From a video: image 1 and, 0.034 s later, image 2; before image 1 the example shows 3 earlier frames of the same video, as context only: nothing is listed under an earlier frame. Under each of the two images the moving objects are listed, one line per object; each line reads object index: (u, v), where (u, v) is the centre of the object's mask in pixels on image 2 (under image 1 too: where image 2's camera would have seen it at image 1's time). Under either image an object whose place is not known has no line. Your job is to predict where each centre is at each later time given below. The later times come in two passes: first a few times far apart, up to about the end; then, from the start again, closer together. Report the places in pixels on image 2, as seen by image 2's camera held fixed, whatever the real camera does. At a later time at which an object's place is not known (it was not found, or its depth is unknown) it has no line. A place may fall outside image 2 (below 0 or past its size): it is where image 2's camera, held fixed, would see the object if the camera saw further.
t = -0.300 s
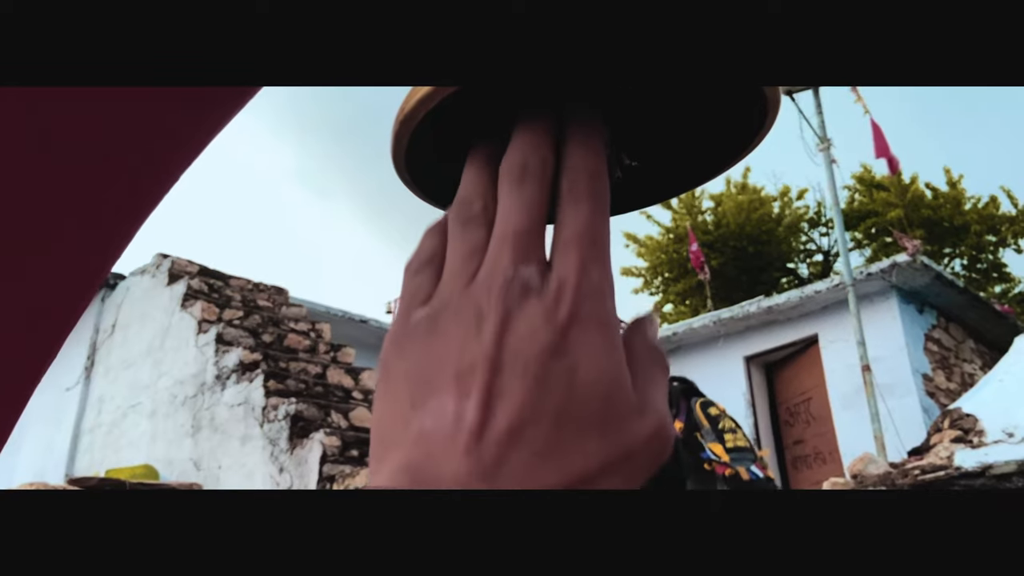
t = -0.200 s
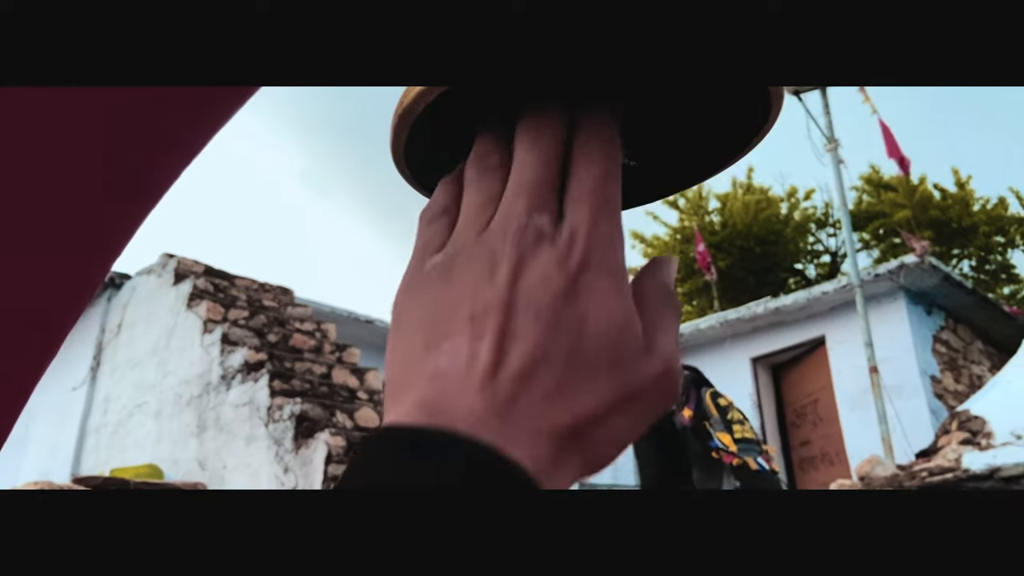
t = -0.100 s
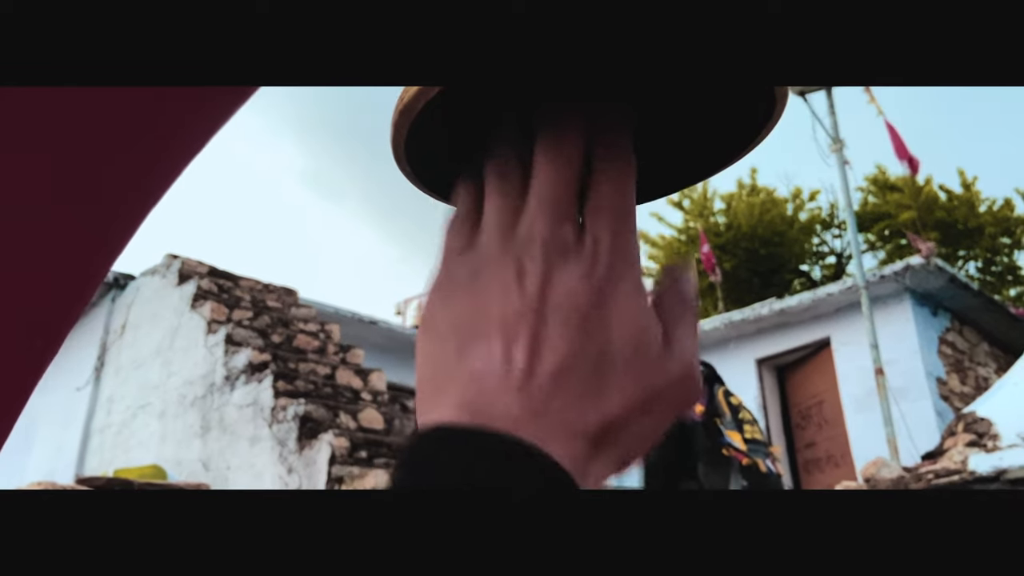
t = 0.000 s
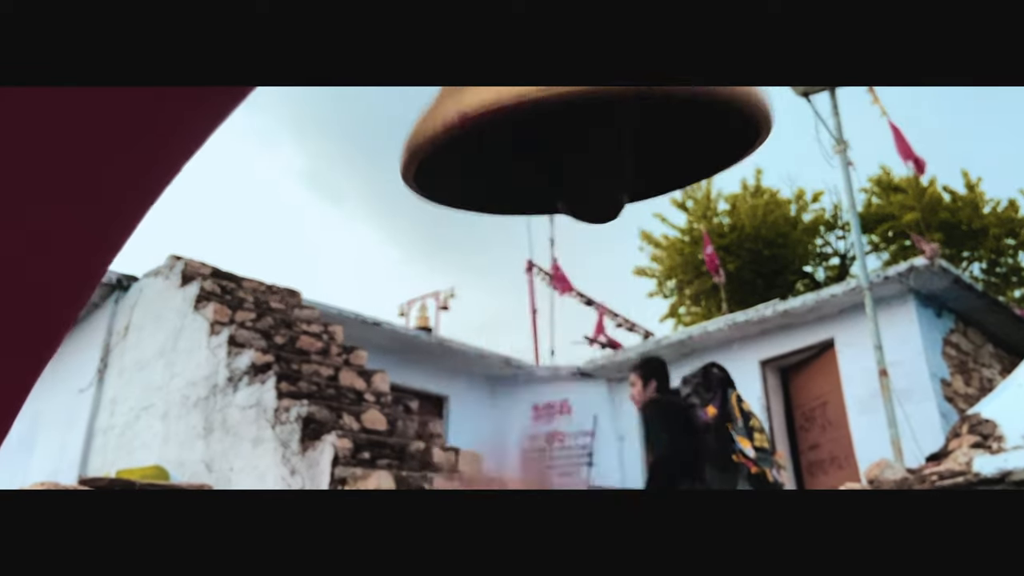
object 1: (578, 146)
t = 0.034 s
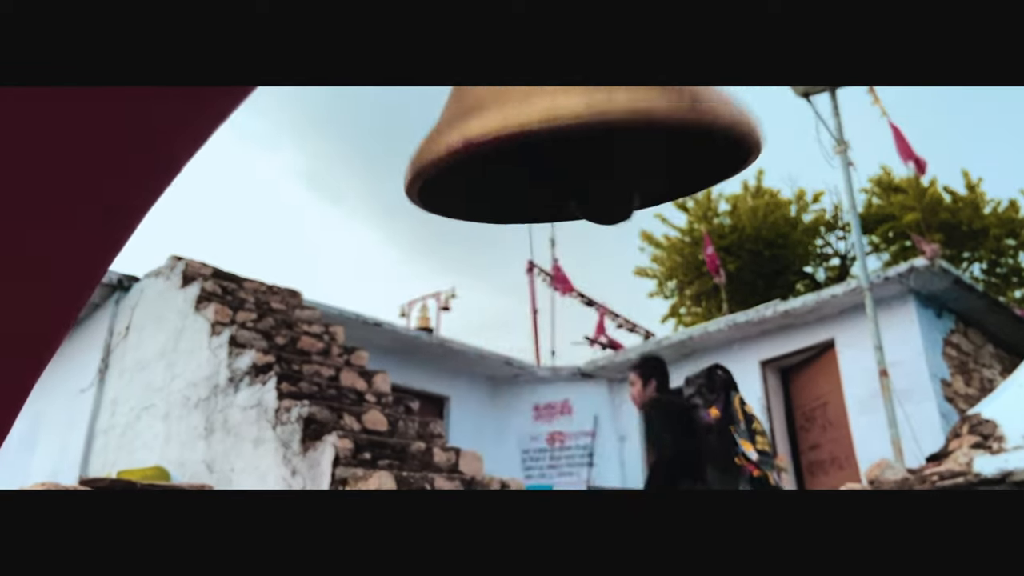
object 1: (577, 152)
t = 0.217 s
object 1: (593, 151)
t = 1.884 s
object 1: (599, 131)
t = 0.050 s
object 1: (575, 154)
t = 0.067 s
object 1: (575, 155)
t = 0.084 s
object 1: (576, 157)
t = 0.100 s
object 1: (576, 158)
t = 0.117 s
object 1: (578, 157)
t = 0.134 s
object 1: (579, 156)
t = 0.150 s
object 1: (581, 155)
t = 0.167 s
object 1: (584, 154)
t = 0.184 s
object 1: (587, 153)
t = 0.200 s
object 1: (590, 153)
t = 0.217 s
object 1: (593, 151)
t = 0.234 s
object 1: (597, 150)
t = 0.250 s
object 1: (600, 149)
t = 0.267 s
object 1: (605, 149)
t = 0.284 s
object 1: (609, 148)
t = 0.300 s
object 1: (613, 146)
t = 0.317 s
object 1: (616, 144)
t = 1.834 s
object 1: (595, 134)
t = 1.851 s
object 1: (597, 133)
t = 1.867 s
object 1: (598, 132)
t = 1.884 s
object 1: (599, 131)
